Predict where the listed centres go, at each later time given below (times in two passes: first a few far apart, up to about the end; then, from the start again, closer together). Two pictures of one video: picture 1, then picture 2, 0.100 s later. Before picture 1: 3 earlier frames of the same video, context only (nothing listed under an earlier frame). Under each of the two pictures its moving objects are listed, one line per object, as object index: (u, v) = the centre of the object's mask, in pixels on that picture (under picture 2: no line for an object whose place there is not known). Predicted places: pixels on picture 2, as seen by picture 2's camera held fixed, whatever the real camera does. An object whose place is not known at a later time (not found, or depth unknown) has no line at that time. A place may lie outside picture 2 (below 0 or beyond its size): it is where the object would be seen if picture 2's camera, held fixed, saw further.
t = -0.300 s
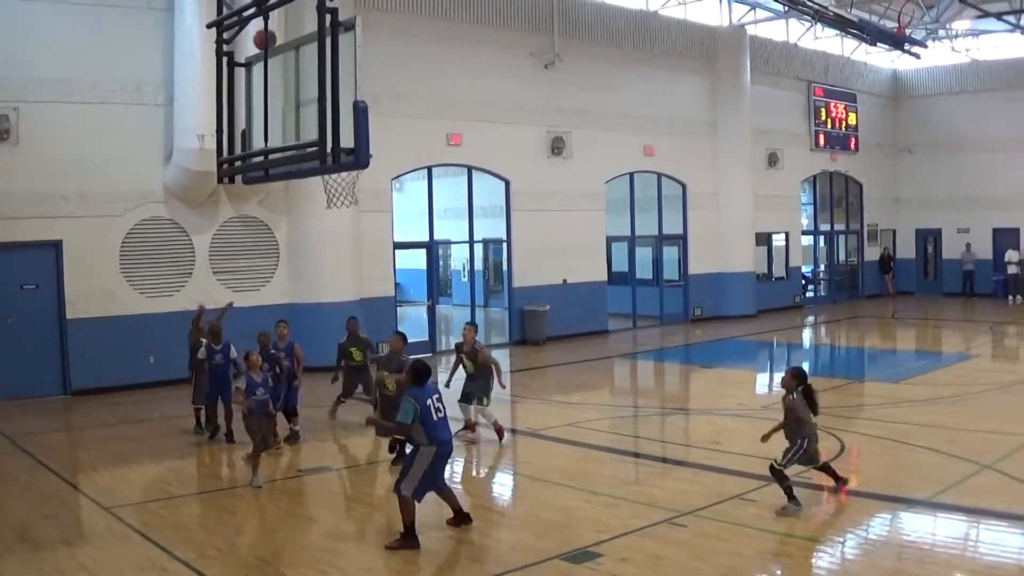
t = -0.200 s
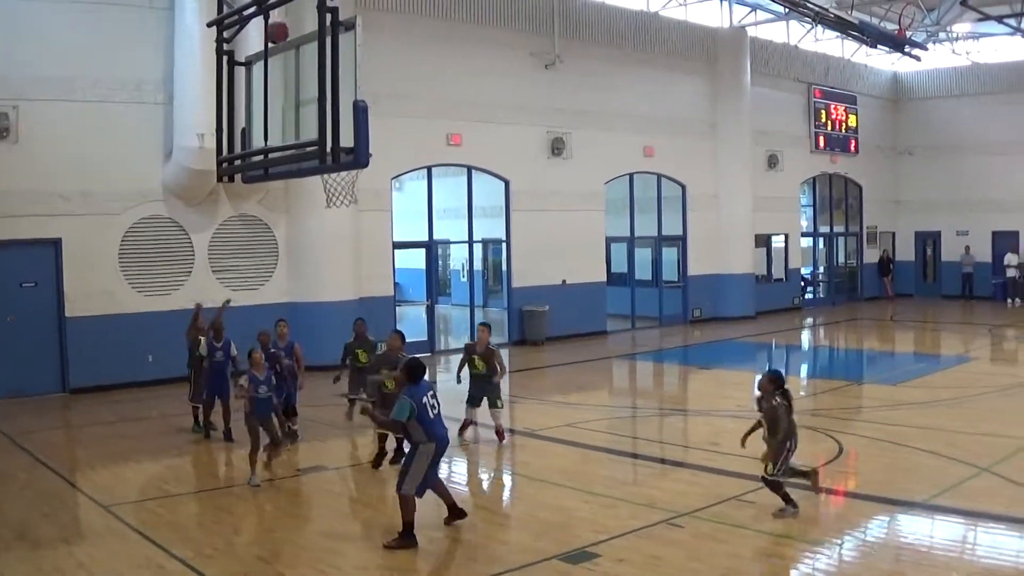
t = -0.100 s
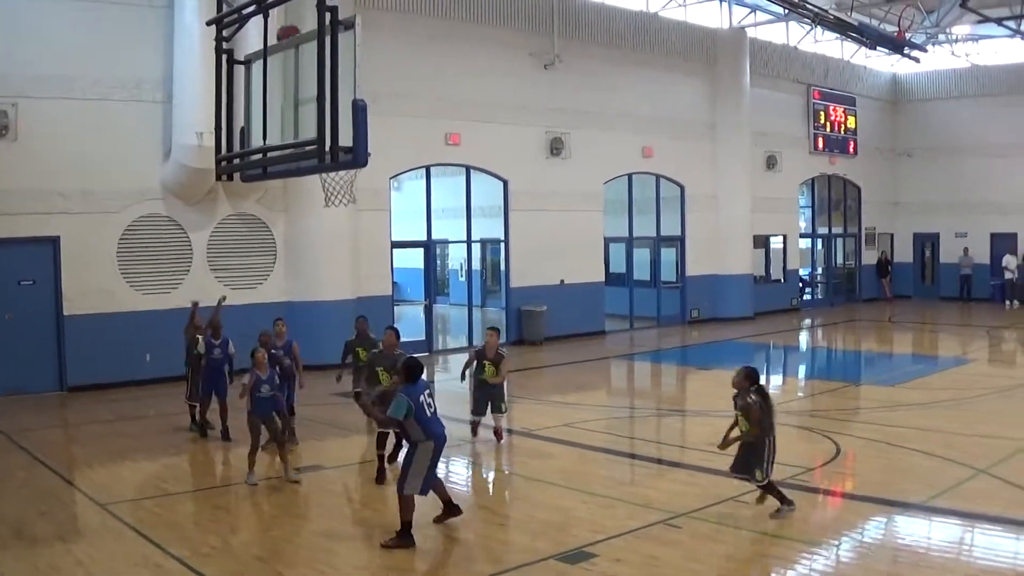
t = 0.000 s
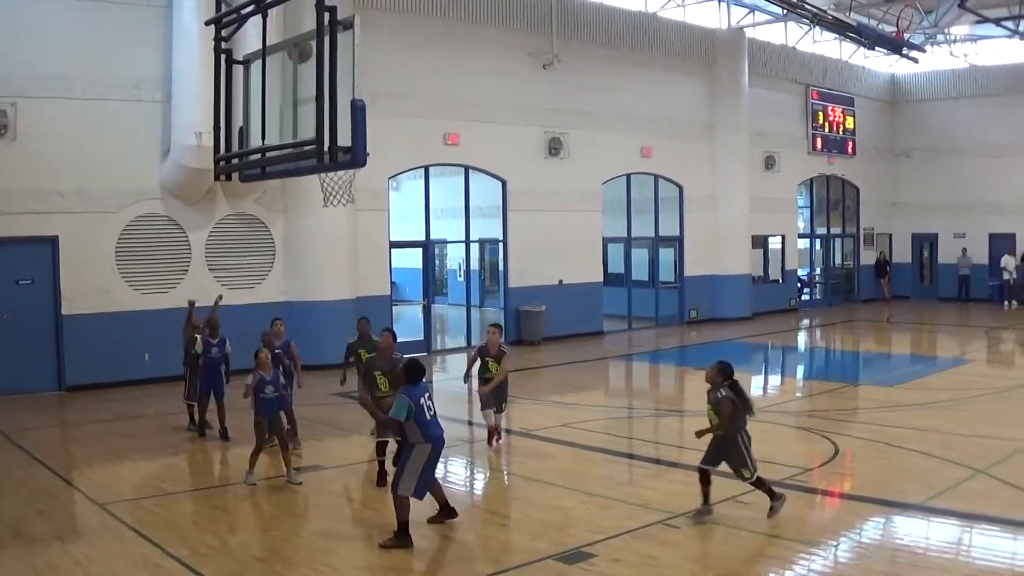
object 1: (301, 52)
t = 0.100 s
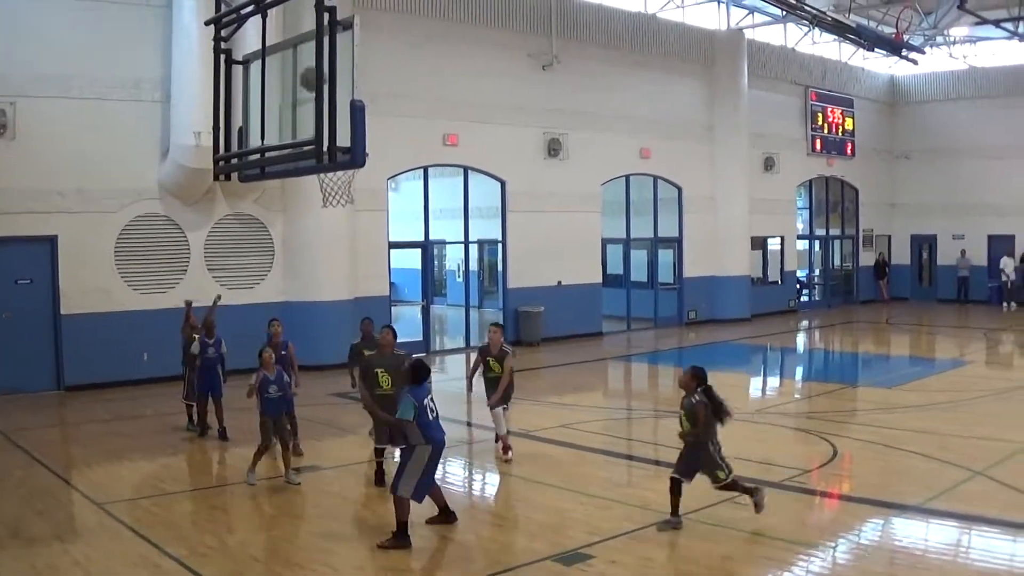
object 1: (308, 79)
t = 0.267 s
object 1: (342, 134)
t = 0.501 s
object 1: (369, 81)
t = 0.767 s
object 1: (397, 96)
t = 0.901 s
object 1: (410, 128)
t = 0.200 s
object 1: (326, 122)
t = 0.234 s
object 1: (337, 137)
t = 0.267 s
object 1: (342, 134)
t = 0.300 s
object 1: (343, 123)
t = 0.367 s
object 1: (349, 102)
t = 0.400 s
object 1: (364, 94)
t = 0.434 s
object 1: (366, 89)
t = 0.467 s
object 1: (367, 84)
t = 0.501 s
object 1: (369, 81)
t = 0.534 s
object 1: (372, 79)
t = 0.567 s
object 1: (376, 78)
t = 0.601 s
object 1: (379, 78)
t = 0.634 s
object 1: (383, 80)
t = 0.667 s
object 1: (386, 82)
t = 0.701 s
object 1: (390, 86)
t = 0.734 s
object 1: (393, 90)
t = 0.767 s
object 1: (397, 96)
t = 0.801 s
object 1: (400, 102)
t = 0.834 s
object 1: (403, 110)
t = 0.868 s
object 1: (406, 118)
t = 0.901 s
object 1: (410, 128)
